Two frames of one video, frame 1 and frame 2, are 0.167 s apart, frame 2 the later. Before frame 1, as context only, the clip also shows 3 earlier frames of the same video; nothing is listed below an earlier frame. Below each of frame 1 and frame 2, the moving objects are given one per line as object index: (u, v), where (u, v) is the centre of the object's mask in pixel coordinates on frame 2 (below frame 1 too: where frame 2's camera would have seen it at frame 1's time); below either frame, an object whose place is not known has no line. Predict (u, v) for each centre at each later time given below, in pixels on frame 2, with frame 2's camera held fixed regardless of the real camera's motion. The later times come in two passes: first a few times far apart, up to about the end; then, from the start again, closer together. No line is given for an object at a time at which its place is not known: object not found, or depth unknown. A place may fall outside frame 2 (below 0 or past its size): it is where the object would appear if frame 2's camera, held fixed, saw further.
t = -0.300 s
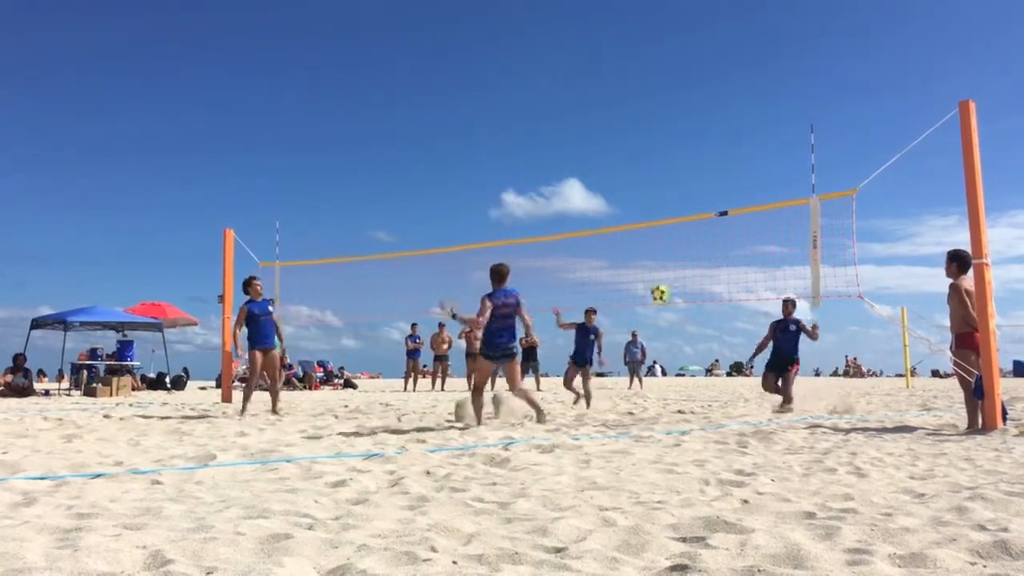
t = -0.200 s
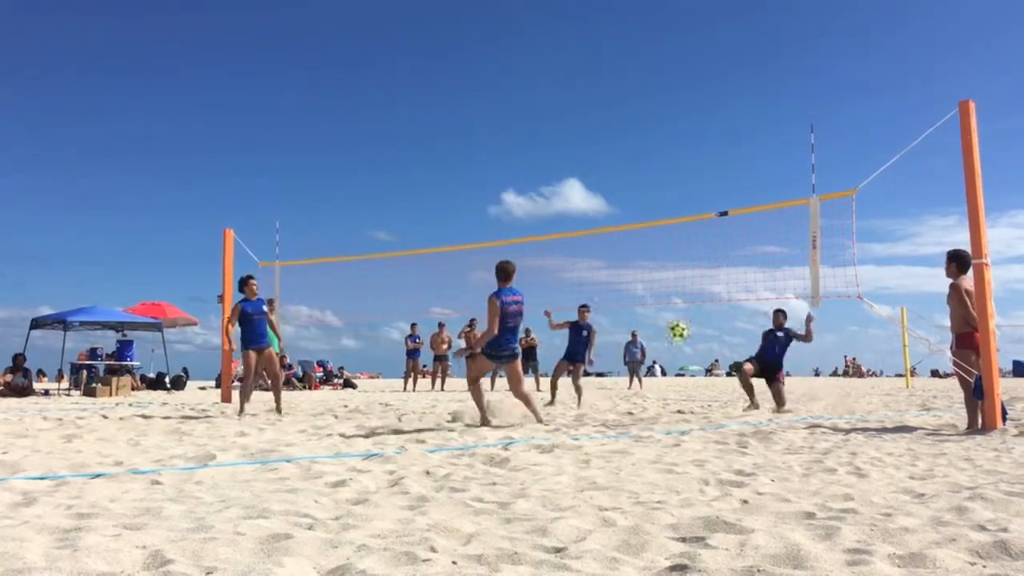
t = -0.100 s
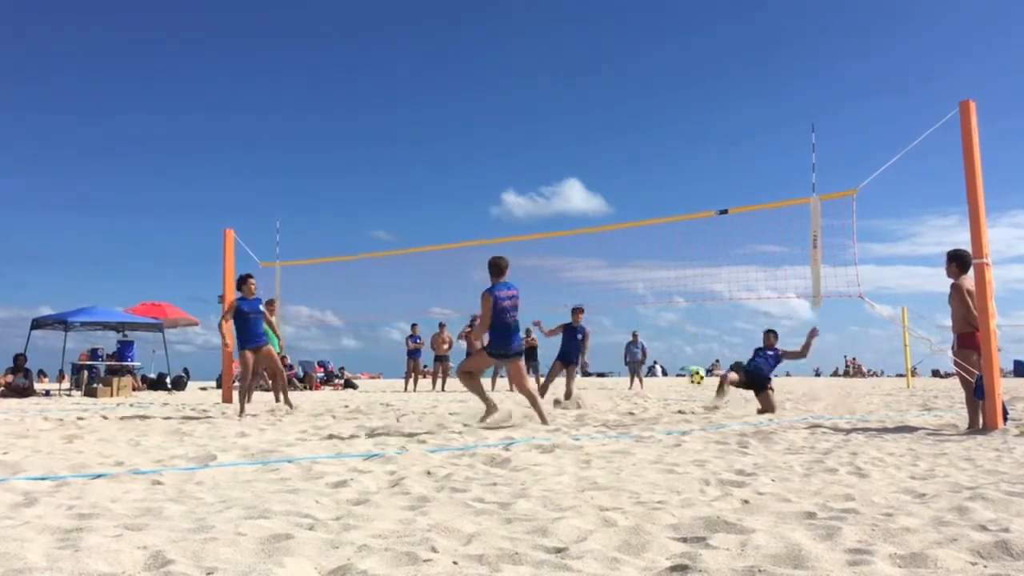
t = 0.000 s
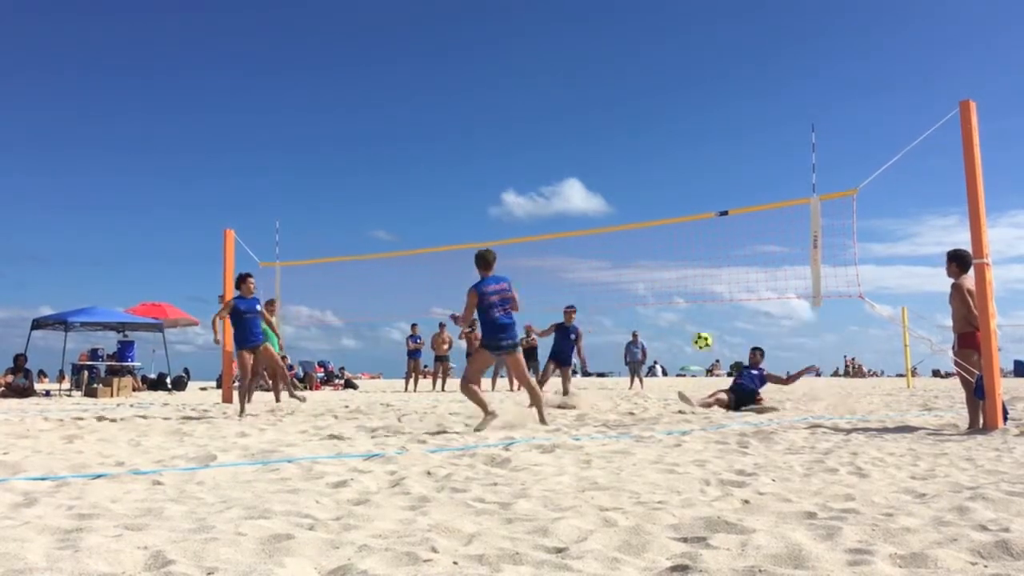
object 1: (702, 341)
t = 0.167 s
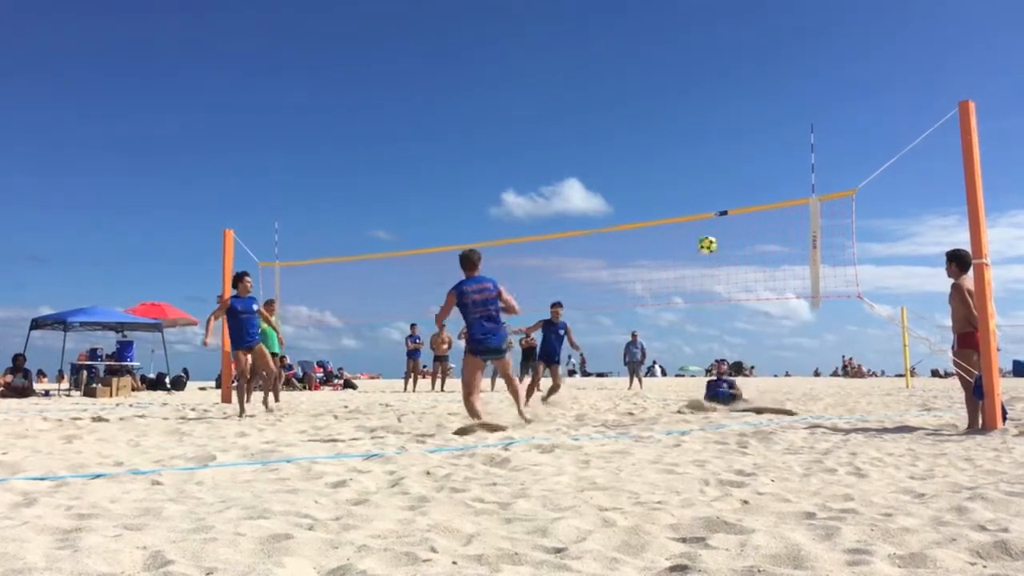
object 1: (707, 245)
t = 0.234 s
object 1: (710, 212)
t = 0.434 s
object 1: (722, 136)
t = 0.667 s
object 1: (741, 88)
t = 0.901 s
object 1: (763, 82)
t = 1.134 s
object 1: (787, 119)
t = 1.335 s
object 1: (809, 189)
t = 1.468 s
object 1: (828, 259)
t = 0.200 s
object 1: (709, 228)
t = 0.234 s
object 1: (710, 212)
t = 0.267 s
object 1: (712, 197)
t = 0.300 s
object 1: (714, 183)
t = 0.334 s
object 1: (715, 170)
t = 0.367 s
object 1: (719, 159)
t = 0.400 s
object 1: (720, 147)
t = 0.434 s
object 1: (722, 136)
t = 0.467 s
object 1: (725, 127)
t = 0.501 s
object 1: (727, 118)
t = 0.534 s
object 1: (729, 111)
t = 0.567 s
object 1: (732, 103)
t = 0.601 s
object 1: (735, 97)
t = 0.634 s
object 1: (738, 92)
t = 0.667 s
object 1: (741, 88)
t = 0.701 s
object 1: (744, 84)
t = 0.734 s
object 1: (747, 81)
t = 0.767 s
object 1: (750, 79)
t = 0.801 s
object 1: (752, 79)
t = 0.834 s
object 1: (756, 79)
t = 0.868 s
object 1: (758, 79)
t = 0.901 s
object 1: (763, 82)
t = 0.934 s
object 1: (766, 84)
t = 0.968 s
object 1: (768, 88)
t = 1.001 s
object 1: (772, 92)
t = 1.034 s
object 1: (776, 97)
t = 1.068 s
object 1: (779, 105)
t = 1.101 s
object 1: (783, 112)
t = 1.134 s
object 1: (787, 119)
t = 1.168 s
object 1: (791, 130)
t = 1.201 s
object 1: (794, 140)
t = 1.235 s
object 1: (797, 152)
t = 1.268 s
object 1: (803, 164)
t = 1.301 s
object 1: (805, 177)
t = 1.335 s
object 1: (809, 189)
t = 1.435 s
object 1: (825, 240)
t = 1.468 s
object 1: (828, 259)
